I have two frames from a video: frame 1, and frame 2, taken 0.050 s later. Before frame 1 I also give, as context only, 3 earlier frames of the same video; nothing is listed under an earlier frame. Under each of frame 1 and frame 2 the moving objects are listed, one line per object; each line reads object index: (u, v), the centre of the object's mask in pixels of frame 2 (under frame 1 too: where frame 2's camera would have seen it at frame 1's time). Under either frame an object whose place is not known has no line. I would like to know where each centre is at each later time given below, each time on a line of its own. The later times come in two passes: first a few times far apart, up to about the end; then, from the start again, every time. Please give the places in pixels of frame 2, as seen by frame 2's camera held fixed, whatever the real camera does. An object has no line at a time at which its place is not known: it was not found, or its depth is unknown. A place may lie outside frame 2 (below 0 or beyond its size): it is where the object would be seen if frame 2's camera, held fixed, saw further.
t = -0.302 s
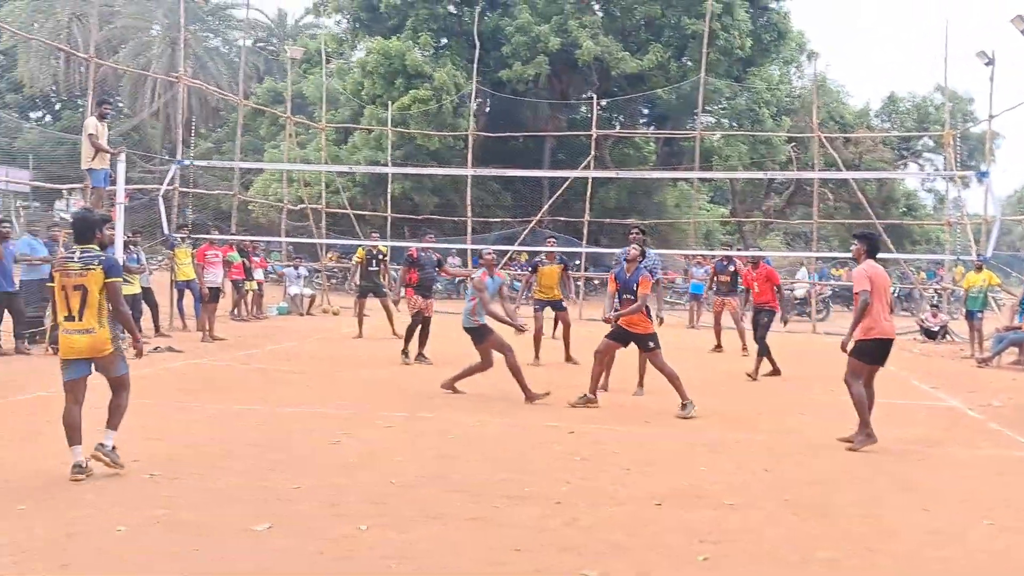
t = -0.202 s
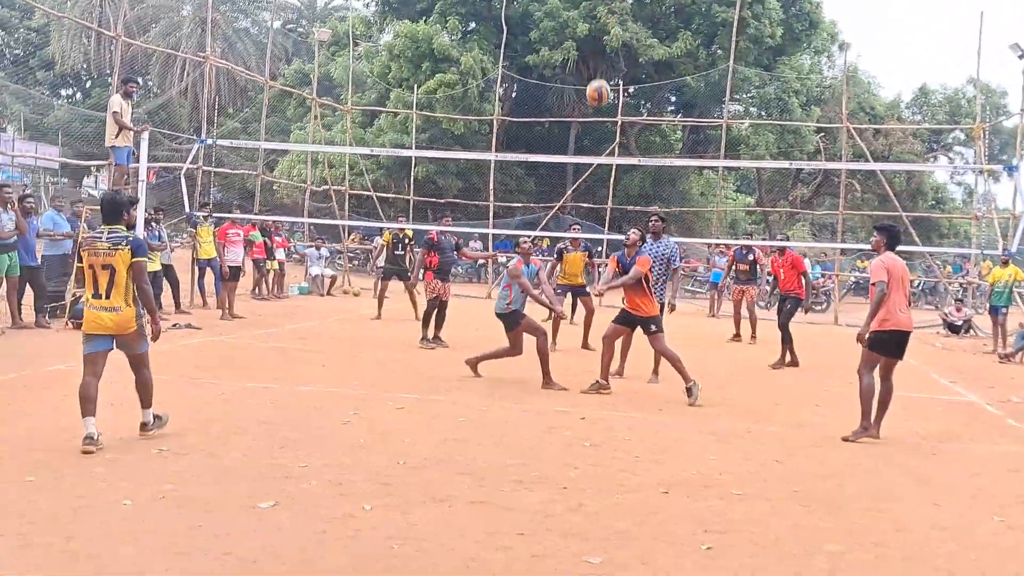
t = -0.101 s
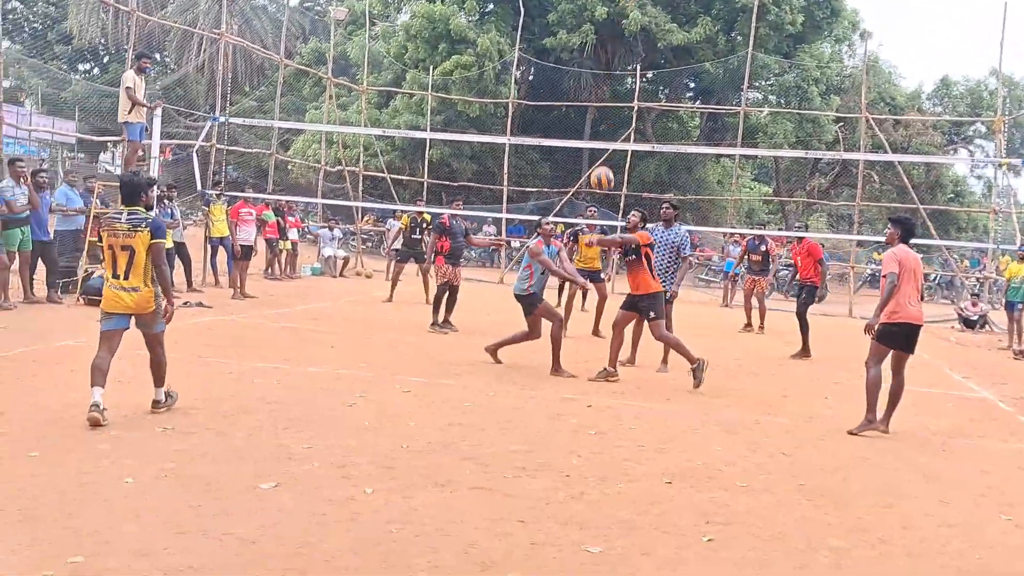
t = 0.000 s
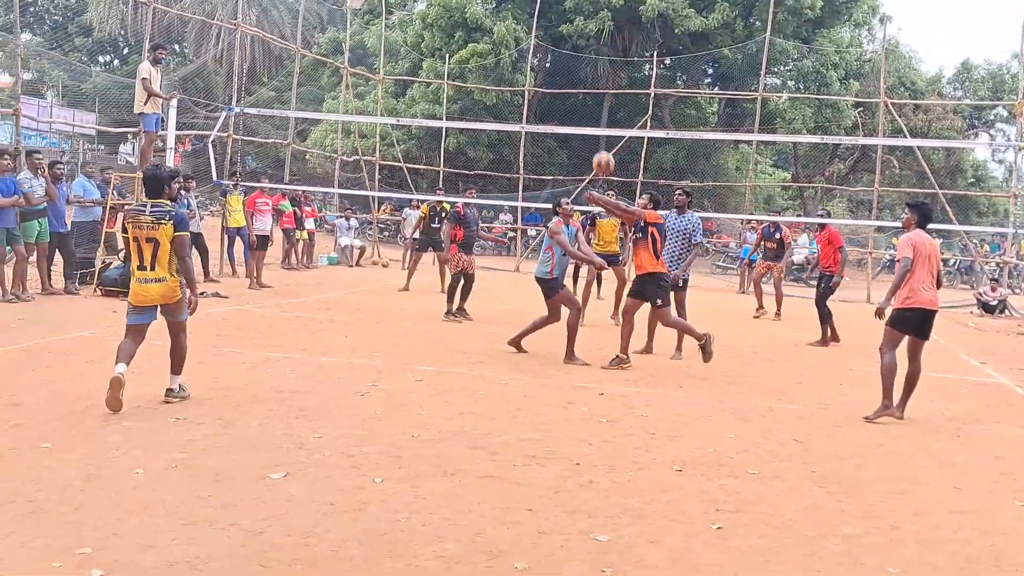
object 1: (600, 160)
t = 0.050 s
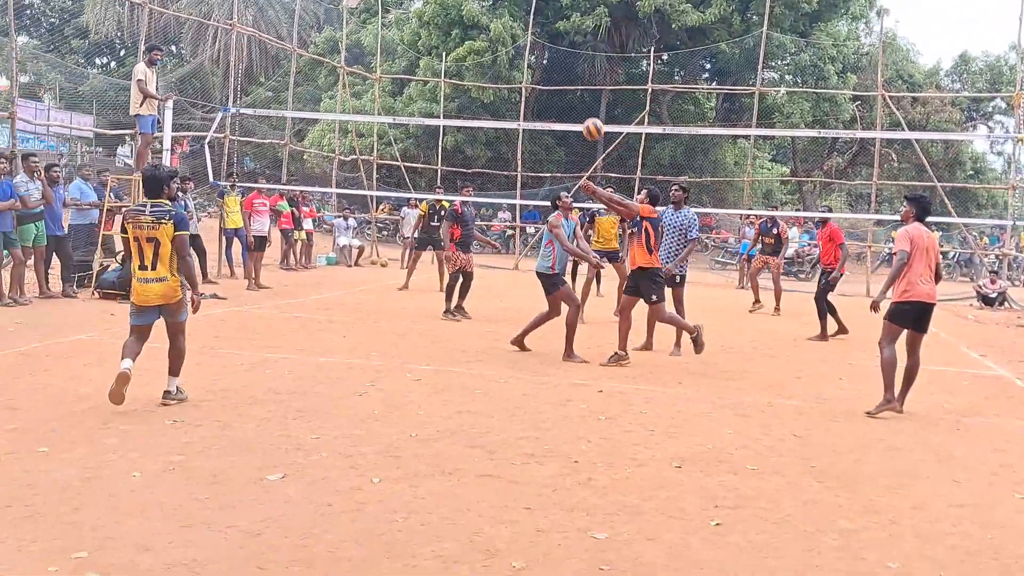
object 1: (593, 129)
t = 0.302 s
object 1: (556, 38)
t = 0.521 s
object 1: (530, 21)
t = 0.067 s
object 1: (590, 119)
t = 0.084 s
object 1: (588, 112)
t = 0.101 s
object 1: (585, 104)
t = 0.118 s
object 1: (583, 96)
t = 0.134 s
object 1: (581, 89)
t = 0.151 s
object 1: (578, 82)
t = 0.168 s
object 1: (575, 75)
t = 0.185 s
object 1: (573, 69)
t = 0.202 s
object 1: (570, 64)
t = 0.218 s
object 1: (568, 59)
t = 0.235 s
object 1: (565, 54)
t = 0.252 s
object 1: (563, 50)
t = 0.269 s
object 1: (561, 46)
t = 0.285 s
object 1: (559, 42)
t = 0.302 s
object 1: (556, 38)
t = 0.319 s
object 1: (553, 35)
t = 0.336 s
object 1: (551, 32)
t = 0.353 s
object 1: (549, 30)
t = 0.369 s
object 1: (547, 28)
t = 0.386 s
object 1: (545, 26)
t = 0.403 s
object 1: (543, 25)
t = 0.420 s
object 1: (541, 23)
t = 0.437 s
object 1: (539, 23)
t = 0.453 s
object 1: (537, 22)
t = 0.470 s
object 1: (536, 21)
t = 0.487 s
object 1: (534, 21)
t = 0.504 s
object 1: (532, 21)
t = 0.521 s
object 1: (530, 21)
